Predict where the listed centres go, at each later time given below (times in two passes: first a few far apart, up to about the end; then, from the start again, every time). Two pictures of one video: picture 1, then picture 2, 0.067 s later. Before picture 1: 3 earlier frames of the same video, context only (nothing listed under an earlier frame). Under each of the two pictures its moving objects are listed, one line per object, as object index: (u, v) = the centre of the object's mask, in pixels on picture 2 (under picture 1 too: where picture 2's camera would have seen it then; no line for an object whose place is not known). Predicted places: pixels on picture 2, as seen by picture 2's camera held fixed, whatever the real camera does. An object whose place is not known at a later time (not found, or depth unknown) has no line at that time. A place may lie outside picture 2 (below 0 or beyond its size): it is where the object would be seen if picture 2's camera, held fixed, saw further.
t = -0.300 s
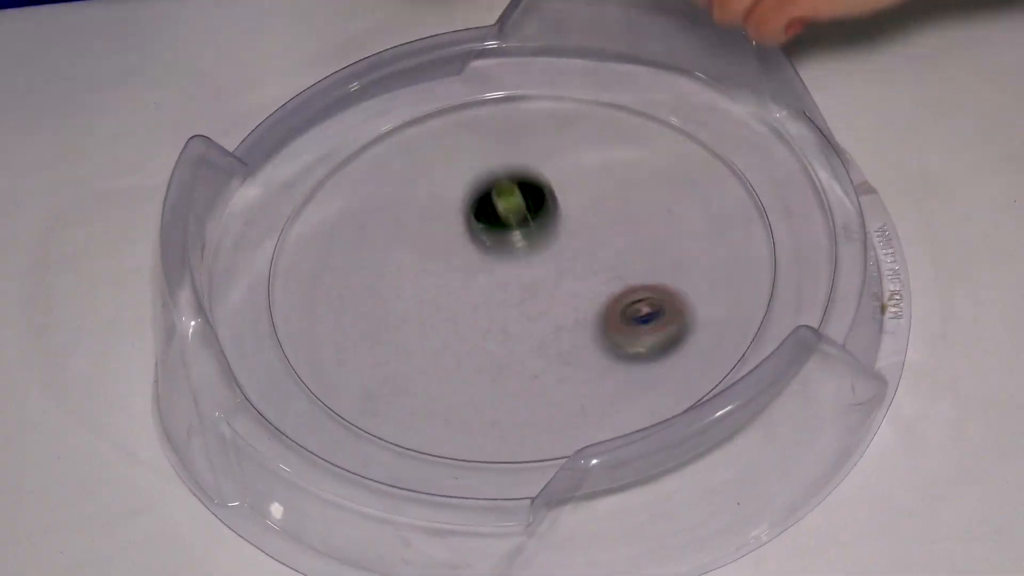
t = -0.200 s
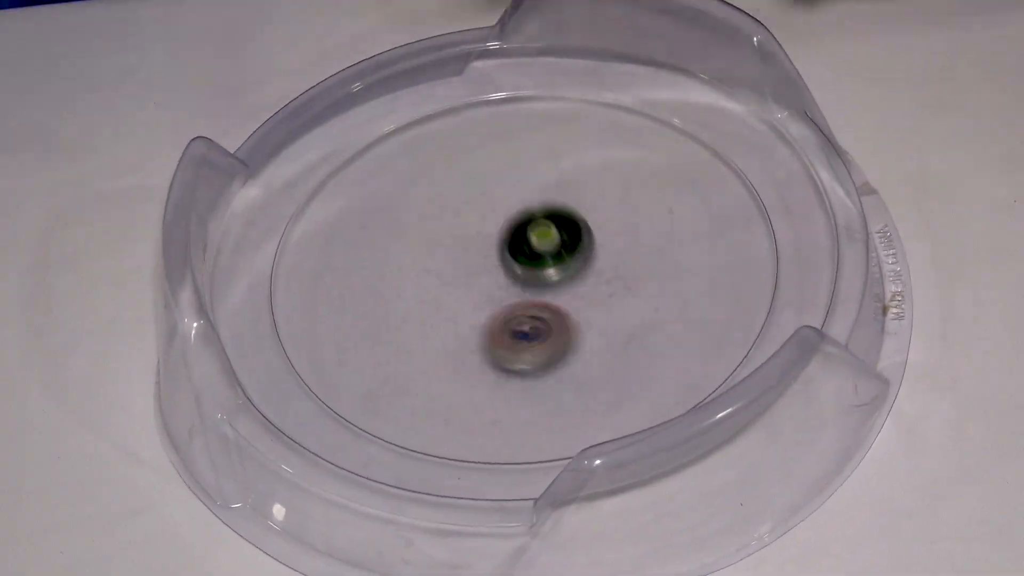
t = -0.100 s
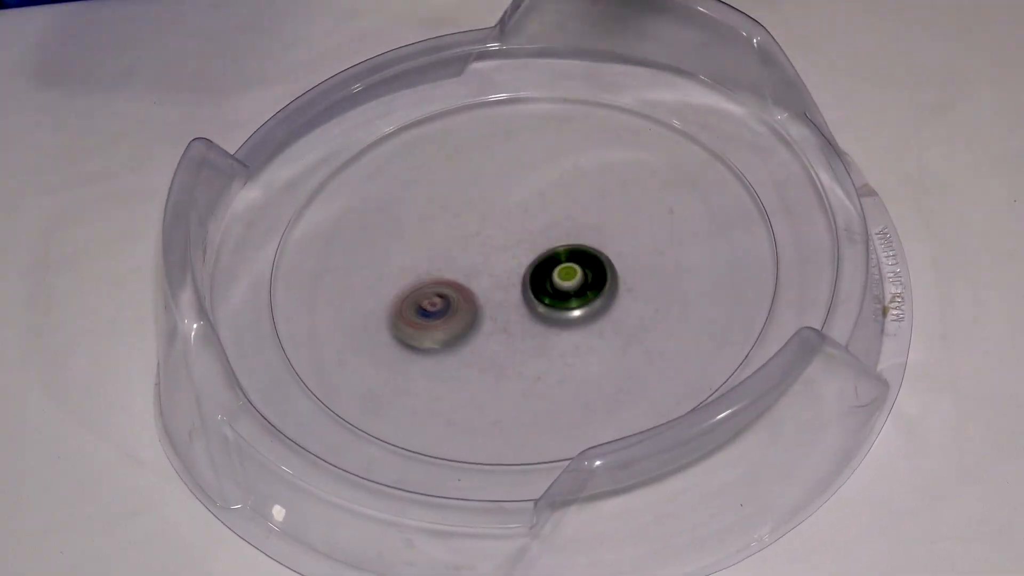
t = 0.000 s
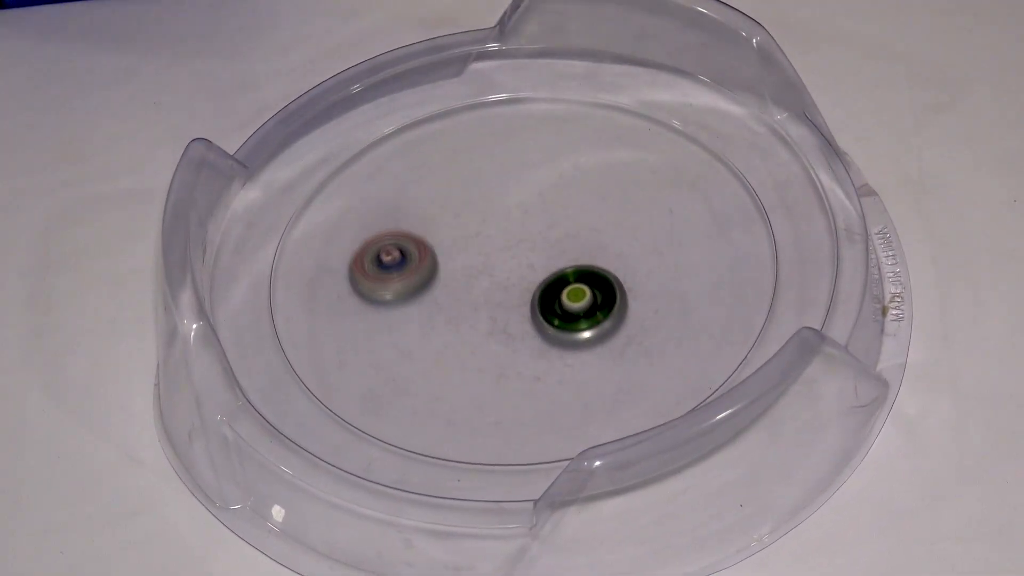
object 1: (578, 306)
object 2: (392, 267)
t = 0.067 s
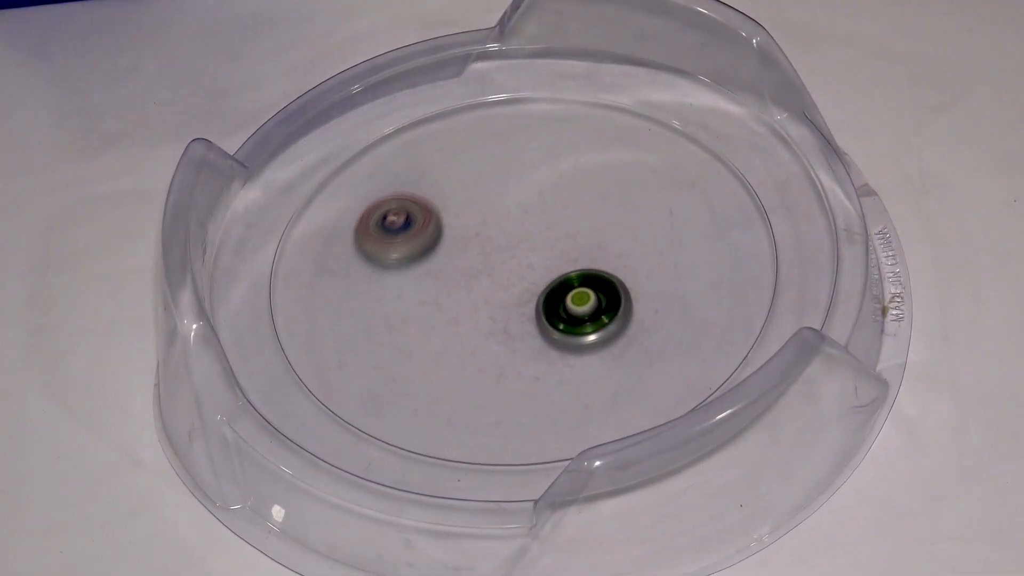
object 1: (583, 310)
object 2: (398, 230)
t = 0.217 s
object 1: (597, 300)
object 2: (488, 154)
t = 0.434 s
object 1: (603, 284)
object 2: (686, 157)
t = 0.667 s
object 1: (591, 278)
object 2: (706, 319)
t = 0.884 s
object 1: (576, 282)
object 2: (488, 385)
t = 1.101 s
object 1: (566, 290)
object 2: (364, 264)
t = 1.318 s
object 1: (558, 294)
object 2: (471, 133)
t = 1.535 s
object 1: (548, 297)
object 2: (663, 154)
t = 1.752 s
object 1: (541, 298)
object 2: (676, 318)
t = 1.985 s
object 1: (533, 299)
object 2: (453, 386)
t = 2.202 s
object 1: (528, 299)
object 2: (344, 266)
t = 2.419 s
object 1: (525, 294)
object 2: (467, 149)
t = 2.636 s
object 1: (518, 290)
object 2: (659, 196)
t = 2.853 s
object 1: (514, 285)
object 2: (658, 348)
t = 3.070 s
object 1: (512, 280)
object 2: (459, 400)
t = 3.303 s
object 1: (513, 274)
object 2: (361, 272)
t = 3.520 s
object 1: (516, 267)
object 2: (505, 168)
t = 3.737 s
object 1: (521, 262)
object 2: (687, 212)
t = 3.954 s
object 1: (525, 258)
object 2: (681, 353)
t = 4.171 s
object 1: (531, 256)
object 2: (487, 400)
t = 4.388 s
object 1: (538, 256)
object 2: (388, 283)
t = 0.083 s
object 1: (585, 309)
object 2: (403, 221)
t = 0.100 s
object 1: (586, 309)
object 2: (410, 212)
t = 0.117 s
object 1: (588, 308)
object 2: (418, 202)
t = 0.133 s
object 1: (589, 307)
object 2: (427, 193)
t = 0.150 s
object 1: (591, 305)
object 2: (438, 184)
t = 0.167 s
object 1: (592, 304)
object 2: (449, 176)
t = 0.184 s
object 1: (594, 302)
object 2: (461, 168)
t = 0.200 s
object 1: (595, 301)
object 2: (474, 161)
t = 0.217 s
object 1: (597, 300)
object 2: (488, 154)
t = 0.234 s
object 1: (598, 298)
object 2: (503, 148)
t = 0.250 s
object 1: (599, 297)
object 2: (519, 142)
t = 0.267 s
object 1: (600, 296)
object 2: (535, 138)
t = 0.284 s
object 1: (601, 294)
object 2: (551, 135)
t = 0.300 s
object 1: (602, 293)
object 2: (567, 134)
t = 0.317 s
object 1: (602, 292)
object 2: (584, 133)
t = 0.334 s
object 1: (603, 291)
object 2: (600, 133)
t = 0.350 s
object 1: (603, 290)
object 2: (616, 135)
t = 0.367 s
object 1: (603, 289)
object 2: (630, 137)
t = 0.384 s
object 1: (603, 288)
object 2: (646, 140)
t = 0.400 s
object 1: (603, 286)
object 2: (660, 145)
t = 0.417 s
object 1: (603, 285)
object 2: (673, 150)
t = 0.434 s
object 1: (603, 284)
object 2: (686, 157)
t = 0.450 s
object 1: (602, 284)
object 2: (698, 164)
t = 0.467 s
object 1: (602, 282)
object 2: (708, 173)
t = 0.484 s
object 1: (602, 281)
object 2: (717, 183)
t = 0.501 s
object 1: (601, 281)
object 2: (725, 193)
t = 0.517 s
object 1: (600, 280)
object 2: (730, 204)
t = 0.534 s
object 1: (600, 279)
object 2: (734, 216)
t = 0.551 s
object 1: (599, 279)
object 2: (737, 228)
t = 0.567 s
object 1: (598, 278)
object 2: (738, 241)
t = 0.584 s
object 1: (597, 278)
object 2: (737, 254)
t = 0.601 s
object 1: (596, 278)
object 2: (734, 268)
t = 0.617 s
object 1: (595, 278)
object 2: (730, 281)
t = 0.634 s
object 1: (594, 278)
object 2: (724, 293)
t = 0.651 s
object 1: (593, 278)
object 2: (715, 307)
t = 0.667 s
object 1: (591, 278)
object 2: (706, 319)
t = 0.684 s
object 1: (590, 278)
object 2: (695, 331)
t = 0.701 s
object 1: (589, 278)
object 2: (682, 342)
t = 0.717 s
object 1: (588, 278)
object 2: (668, 351)
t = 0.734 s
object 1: (586, 278)
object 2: (652, 361)
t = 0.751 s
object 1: (585, 278)
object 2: (636, 369)
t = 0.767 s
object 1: (584, 278)
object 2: (618, 376)
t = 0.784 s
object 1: (583, 278)
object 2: (599, 382)
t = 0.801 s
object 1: (582, 278)
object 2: (581, 386)
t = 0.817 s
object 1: (580, 279)
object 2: (561, 389)
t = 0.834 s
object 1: (579, 280)
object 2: (543, 390)
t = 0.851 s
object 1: (578, 281)
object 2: (525, 390)
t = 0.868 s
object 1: (577, 281)
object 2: (506, 388)
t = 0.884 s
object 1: (576, 282)
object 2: (488, 385)
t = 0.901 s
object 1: (574, 283)
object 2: (472, 381)
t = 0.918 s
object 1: (573, 283)
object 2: (456, 376)
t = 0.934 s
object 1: (572, 284)
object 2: (441, 370)
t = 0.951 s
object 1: (571, 285)
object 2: (426, 362)
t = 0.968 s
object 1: (570, 286)
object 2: (414, 354)
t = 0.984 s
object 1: (570, 286)
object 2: (402, 345)
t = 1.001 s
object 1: (569, 287)
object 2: (393, 335)
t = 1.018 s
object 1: (568, 287)
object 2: (384, 324)
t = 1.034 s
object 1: (568, 288)
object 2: (377, 313)
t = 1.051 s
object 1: (567, 289)
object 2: (372, 301)
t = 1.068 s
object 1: (567, 289)
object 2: (367, 289)
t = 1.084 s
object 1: (566, 290)
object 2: (365, 277)
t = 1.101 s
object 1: (566, 290)
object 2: (364, 264)
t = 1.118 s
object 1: (566, 291)
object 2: (365, 252)
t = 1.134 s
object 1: (566, 291)
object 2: (367, 240)
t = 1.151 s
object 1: (565, 291)
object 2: (370, 227)
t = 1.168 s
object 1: (565, 292)
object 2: (375, 216)
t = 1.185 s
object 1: (564, 292)
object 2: (381, 204)
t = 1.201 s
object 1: (564, 293)
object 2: (388, 193)
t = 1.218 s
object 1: (563, 293)
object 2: (397, 182)
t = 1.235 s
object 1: (563, 293)
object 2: (407, 172)
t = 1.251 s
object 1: (562, 293)
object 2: (418, 162)
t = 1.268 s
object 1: (561, 293)
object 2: (430, 154)
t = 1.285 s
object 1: (560, 294)
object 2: (442, 146)
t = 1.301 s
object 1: (559, 294)
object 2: (456, 139)
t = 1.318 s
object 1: (558, 294)
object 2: (471, 133)
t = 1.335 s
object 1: (557, 294)
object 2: (486, 128)
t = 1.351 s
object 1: (557, 294)
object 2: (501, 124)
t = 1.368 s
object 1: (556, 294)
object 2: (518, 120)
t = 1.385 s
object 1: (555, 295)
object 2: (533, 119)
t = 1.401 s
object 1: (554, 295)
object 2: (549, 118)
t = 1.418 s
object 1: (553, 295)
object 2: (565, 118)
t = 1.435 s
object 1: (552, 296)
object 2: (582, 120)
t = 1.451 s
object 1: (551, 296)
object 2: (596, 123)
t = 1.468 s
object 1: (551, 296)
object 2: (611, 127)
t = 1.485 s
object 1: (550, 296)
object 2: (626, 133)
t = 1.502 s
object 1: (549, 297)
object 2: (639, 138)
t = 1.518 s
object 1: (549, 297)
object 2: (652, 146)
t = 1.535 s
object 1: (548, 297)
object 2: (663, 154)
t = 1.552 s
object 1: (547, 297)
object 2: (674, 164)
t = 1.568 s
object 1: (547, 297)
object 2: (683, 175)
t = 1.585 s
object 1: (546, 297)
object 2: (691, 185)
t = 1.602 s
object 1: (546, 298)
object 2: (697, 197)
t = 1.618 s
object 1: (545, 298)
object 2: (702, 210)
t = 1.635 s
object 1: (545, 298)
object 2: (704, 224)
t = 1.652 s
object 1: (544, 298)
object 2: (705, 237)
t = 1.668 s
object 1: (544, 298)
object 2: (705, 251)
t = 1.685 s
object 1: (543, 298)
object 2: (702, 265)
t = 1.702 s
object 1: (543, 298)
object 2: (698, 279)
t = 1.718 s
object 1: (542, 298)
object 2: (692, 293)
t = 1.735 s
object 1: (542, 298)
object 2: (685, 305)
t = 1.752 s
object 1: (541, 298)
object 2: (676, 318)
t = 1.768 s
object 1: (540, 299)
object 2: (665, 331)
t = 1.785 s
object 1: (539, 299)
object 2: (653, 341)
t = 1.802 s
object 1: (539, 299)
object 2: (640, 351)
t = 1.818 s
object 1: (538, 299)
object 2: (625, 361)
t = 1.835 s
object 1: (538, 299)
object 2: (608, 370)
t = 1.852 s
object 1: (537, 299)
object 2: (592, 376)
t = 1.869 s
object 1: (536, 298)
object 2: (575, 382)
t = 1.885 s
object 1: (536, 298)
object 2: (557, 386)
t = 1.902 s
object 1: (535, 298)
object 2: (540, 389)
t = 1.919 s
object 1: (534, 299)
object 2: (521, 391)
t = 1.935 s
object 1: (534, 299)
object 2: (504, 391)
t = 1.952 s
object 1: (533, 299)
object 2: (486, 391)
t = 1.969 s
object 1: (533, 299)
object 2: (469, 389)
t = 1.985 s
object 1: (533, 299)
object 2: (453, 386)
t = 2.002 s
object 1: (532, 299)
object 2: (438, 381)
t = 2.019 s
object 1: (532, 299)
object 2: (422, 376)
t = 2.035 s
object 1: (532, 299)
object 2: (408, 369)
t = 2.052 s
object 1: (531, 299)
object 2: (396, 362)
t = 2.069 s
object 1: (531, 299)
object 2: (384, 353)
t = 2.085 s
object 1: (531, 299)
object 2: (374, 344)
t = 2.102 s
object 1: (530, 299)
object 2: (365, 334)
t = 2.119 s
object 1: (530, 299)
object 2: (358, 324)
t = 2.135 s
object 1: (530, 299)
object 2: (352, 313)
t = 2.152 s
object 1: (529, 299)
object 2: (348, 301)
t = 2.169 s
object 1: (529, 299)
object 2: (345, 290)
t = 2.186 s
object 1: (528, 299)
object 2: (344, 278)
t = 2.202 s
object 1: (528, 299)
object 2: (344, 266)
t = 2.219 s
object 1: (528, 299)
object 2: (345, 254)
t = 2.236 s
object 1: (527, 299)
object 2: (349, 242)
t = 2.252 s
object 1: (526, 298)
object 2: (353, 231)
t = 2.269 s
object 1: (526, 298)
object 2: (359, 220)
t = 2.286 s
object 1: (526, 298)
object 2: (367, 209)
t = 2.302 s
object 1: (525, 297)
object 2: (376, 199)
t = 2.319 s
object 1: (525, 297)
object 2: (386, 189)
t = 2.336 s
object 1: (525, 296)
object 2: (397, 180)
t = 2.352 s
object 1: (525, 296)
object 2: (410, 172)
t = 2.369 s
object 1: (525, 295)
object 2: (423, 165)
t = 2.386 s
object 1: (525, 295)
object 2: (437, 158)
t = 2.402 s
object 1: (525, 295)
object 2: (451, 153)
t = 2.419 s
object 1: (525, 294)
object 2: (467, 149)
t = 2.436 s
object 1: (524, 294)
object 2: (482, 145)
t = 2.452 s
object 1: (524, 294)
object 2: (500, 143)
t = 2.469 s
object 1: (524, 293)
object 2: (516, 142)
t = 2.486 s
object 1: (523, 293)
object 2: (533, 143)
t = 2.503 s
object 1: (523, 293)
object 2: (549, 144)
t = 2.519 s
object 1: (523, 292)
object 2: (565, 148)
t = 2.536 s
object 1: (522, 292)
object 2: (581, 152)
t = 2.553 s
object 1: (521, 291)
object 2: (597, 157)
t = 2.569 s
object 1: (521, 291)
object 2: (611, 163)
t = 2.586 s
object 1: (520, 291)
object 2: (624, 170)
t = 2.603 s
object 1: (519, 291)
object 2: (638, 178)
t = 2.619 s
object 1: (519, 290)
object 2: (648, 186)
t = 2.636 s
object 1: (518, 290)
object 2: (659, 196)
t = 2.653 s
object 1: (518, 290)
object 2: (668, 205)
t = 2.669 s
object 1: (517, 290)
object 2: (675, 216)
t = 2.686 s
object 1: (517, 289)
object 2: (682, 228)
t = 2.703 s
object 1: (516, 289)
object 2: (686, 240)
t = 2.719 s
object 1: (516, 289)
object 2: (690, 252)
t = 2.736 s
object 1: (516, 288)
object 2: (691, 264)
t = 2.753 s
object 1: (516, 288)
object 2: (691, 276)
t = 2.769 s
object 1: (515, 288)
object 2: (690, 289)
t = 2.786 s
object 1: (515, 287)
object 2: (686, 301)
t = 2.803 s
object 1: (515, 287)
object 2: (681, 313)
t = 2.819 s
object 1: (514, 286)
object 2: (675, 325)
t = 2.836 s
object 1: (514, 286)
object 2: (667, 337)
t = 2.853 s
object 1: (514, 285)
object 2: (658, 348)
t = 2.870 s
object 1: (514, 285)
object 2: (647, 358)
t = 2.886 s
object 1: (514, 284)
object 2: (635, 367)
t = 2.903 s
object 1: (514, 284)
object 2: (621, 376)
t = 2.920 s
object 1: (514, 284)
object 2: (606, 384)
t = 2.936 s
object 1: (513, 283)
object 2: (591, 391)
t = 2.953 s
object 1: (513, 283)
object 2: (575, 396)
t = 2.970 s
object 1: (513, 282)
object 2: (558, 400)
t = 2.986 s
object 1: (513, 282)
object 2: (542, 403)
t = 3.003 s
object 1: (513, 281)
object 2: (525, 405)
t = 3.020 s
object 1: (513, 281)
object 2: (508, 405)
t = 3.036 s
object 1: (513, 281)
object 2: (491, 404)
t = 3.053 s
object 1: (513, 280)
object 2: (474, 402)
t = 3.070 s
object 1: (512, 280)
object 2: (459, 400)
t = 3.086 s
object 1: (512, 279)
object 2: (443, 395)
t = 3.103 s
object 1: (512, 279)
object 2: (428, 390)
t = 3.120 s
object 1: (512, 279)
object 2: (415, 384)
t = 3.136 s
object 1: (512, 278)
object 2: (403, 377)
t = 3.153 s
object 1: (512, 278)
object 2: (392, 369)
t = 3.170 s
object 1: (511, 278)
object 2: (382, 360)
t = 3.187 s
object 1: (512, 277)
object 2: (374, 351)
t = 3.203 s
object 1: (512, 277)
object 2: (367, 340)
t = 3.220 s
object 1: (512, 276)
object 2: (362, 329)
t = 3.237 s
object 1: (512, 276)
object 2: (359, 318)
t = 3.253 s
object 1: (512, 275)
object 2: (357, 306)
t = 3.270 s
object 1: (512, 275)
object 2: (357, 294)
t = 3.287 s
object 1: (513, 274)
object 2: (358, 283)
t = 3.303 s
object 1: (513, 274)
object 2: (361, 272)
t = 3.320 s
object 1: (513, 273)
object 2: (366, 260)
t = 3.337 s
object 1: (513, 273)
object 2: (372, 249)
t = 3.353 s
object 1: (513, 272)
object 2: (379, 237)
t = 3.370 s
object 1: (513, 272)
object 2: (387, 227)
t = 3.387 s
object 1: (514, 271)
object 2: (397, 217)
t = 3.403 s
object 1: (514, 271)
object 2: (407, 209)
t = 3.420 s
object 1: (514, 270)
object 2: (419, 200)
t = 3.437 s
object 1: (515, 269)
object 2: (432, 193)
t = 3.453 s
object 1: (515, 269)
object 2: (446, 185)
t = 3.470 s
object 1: (515, 268)
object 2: (460, 180)
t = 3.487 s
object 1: (515, 268)
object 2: (475, 175)
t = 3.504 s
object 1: (516, 267)
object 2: (491, 170)
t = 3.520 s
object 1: (516, 267)
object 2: (505, 168)
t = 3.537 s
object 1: (517, 266)
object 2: (523, 166)
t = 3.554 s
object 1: (517, 266)
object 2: (539, 165)
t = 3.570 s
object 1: (517, 266)
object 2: (554, 164)
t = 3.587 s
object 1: (518, 265)
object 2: (570, 165)
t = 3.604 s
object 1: (518, 265)
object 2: (586, 167)
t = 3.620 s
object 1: (518, 265)
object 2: (601, 169)
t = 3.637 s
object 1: (519, 264)
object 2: (616, 173)
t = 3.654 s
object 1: (519, 264)
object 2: (630, 177)
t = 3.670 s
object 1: (520, 263)
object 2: (643, 183)
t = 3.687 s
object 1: (520, 263)
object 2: (656, 188)
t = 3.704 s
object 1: (520, 262)
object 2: (667, 196)
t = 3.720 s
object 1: (521, 262)
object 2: (677, 203)
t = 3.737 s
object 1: (521, 262)
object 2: (687, 212)
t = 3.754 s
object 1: (521, 261)
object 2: (694, 221)
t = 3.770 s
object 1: (521, 261)
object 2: (701, 231)
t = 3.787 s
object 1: (522, 261)
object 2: (707, 242)
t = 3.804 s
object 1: (522, 260)
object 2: (711, 252)
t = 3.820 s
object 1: (522, 260)
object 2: (714, 264)
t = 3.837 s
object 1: (522, 260)
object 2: (715, 275)
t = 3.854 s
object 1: (523, 259)
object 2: (714, 286)
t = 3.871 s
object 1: (523, 259)
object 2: (713, 298)
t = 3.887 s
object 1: (523, 259)
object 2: (709, 309)
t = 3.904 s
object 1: (524, 259)
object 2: (704, 320)
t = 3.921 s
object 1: (524, 258)
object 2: (698, 331)
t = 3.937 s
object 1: (524, 258)
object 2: (690, 342)
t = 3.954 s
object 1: (525, 258)
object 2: (681, 353)
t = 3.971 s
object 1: (525, 258)
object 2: (670, 362)
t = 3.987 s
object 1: (525, 257)
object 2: (658, 371)
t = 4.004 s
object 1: (526, 257)
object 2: (645, 379)
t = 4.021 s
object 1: (526, 257)
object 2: (631, 386)
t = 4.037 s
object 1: (527, 257)
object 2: (616, 393)
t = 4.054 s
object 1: (527, 257)
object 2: (601, 397)
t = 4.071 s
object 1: (528, 257)
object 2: (585, 401)
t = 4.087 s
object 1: (528, 257)
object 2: (568, 404)
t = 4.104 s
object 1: (529, 256)
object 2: (552, 406)
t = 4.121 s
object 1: (529, 256)
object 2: (535, 406)
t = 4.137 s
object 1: (529, 256)
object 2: (519, 405)
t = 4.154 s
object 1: (530, 256)
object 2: (503, 403)
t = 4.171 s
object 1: (531, 256)
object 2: (487, 400)
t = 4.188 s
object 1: (531, 256)
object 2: (472, 396)
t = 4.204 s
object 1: (532, 256)
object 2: (457, 389)
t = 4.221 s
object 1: (532, 256)
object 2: (443, 383)
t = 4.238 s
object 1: (533, 256)
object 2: (432, 376)
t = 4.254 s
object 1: (533, 256)
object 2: (421, 368)
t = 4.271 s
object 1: (534, 256)
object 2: (412, 359)
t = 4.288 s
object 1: (535, 256)
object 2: (404, 349)
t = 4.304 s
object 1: (535, 256)
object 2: (397, 339)
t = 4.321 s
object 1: (536, 256)
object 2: (393, 328)
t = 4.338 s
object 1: (536, 256)
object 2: (389, 317)
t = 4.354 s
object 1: (537, 256)
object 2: (387, 306)
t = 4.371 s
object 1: (537, 256)
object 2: (387, 294)
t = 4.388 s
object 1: (538, 256)
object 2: (388, 283)
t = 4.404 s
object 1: (538, 256)
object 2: (390, 271)
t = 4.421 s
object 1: (539, 257)
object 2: (394, 259)
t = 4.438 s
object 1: (539, 257)
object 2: (399, 248)
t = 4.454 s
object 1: (540, 257)
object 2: (405, 237)
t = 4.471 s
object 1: (541, 257)
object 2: (412, 227)
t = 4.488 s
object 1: (541, 257)
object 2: (420, 217)
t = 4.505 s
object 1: (542, 258)
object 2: (429, 207)
